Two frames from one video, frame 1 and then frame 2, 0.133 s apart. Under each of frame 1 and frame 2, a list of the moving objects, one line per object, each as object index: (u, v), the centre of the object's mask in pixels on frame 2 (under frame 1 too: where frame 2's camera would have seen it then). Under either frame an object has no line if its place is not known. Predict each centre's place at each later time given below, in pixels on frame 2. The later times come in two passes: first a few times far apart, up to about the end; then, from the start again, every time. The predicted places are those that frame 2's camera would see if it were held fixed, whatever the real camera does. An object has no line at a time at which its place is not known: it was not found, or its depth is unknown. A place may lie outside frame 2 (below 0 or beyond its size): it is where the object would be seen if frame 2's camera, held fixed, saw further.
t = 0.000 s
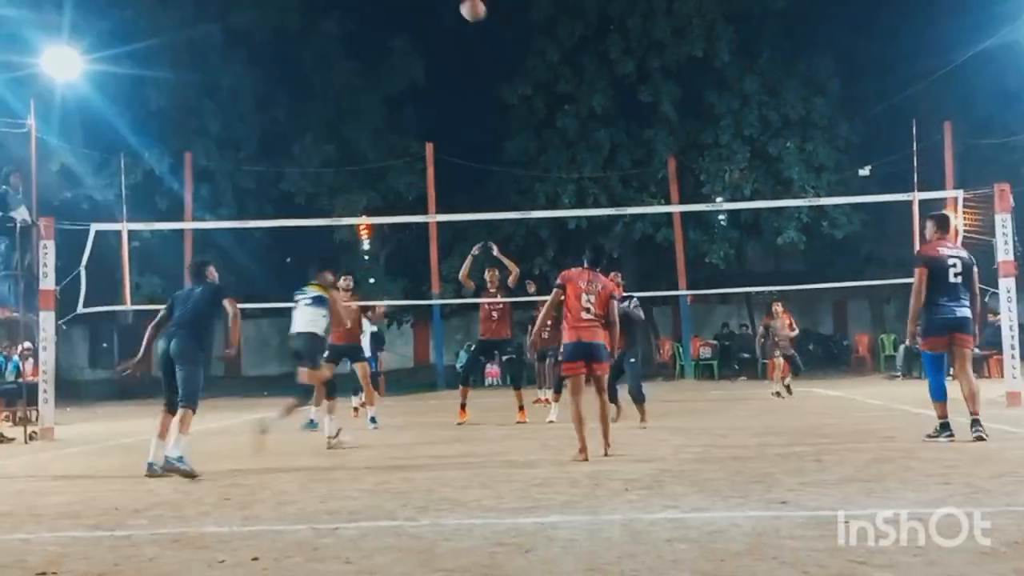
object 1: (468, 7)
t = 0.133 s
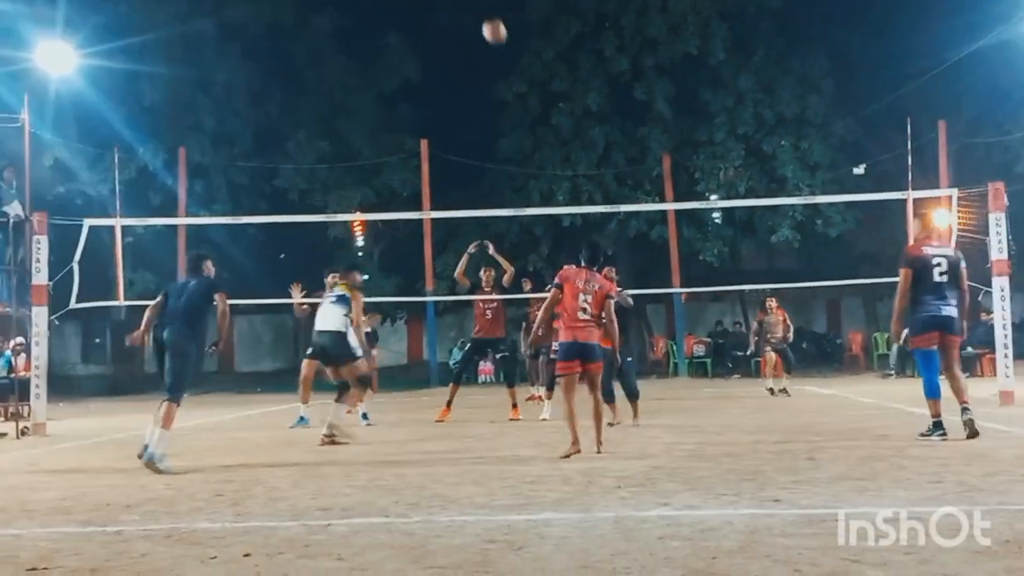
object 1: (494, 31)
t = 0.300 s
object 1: (525, 87)
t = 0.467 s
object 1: (555, 166)
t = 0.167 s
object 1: (500, 39)
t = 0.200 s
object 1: (506, 49)
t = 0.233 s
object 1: (512, 61)
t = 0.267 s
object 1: (518, 74)
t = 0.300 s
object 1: (525, 87)
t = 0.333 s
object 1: (531, 102)
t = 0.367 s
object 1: (537, 116)
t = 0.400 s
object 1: (543, 132)
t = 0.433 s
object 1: (549, 149)
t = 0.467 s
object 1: (555, 166)
